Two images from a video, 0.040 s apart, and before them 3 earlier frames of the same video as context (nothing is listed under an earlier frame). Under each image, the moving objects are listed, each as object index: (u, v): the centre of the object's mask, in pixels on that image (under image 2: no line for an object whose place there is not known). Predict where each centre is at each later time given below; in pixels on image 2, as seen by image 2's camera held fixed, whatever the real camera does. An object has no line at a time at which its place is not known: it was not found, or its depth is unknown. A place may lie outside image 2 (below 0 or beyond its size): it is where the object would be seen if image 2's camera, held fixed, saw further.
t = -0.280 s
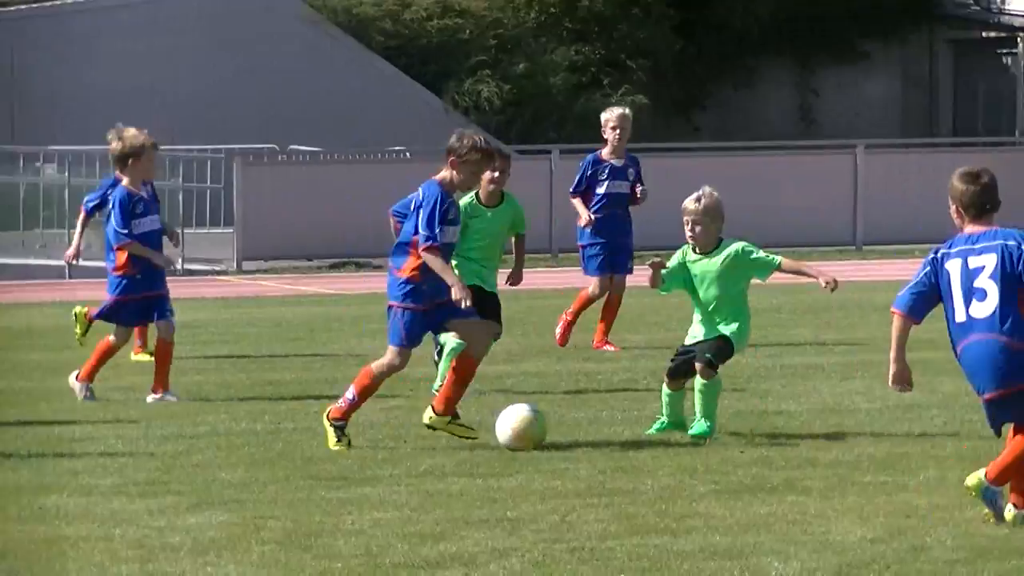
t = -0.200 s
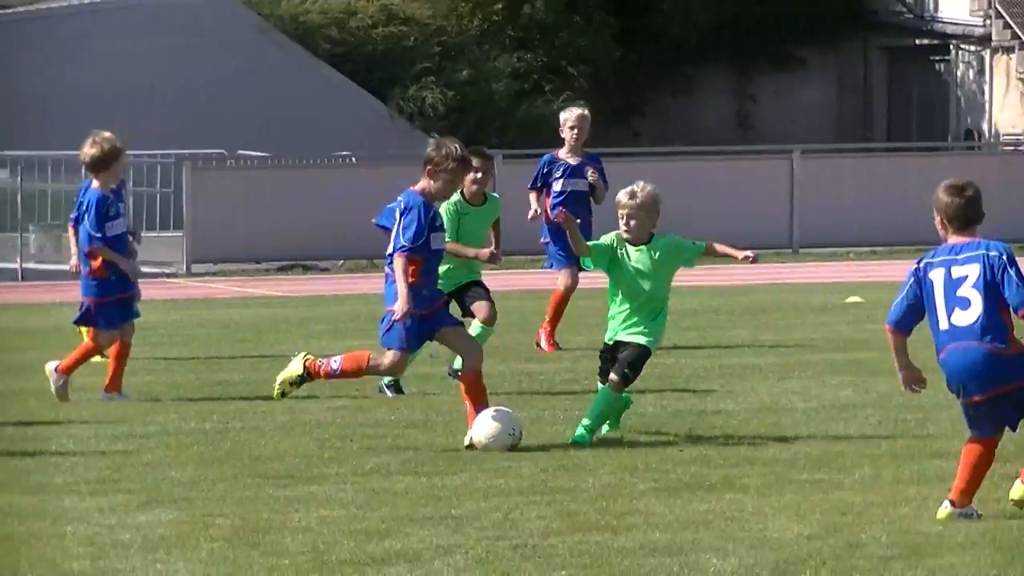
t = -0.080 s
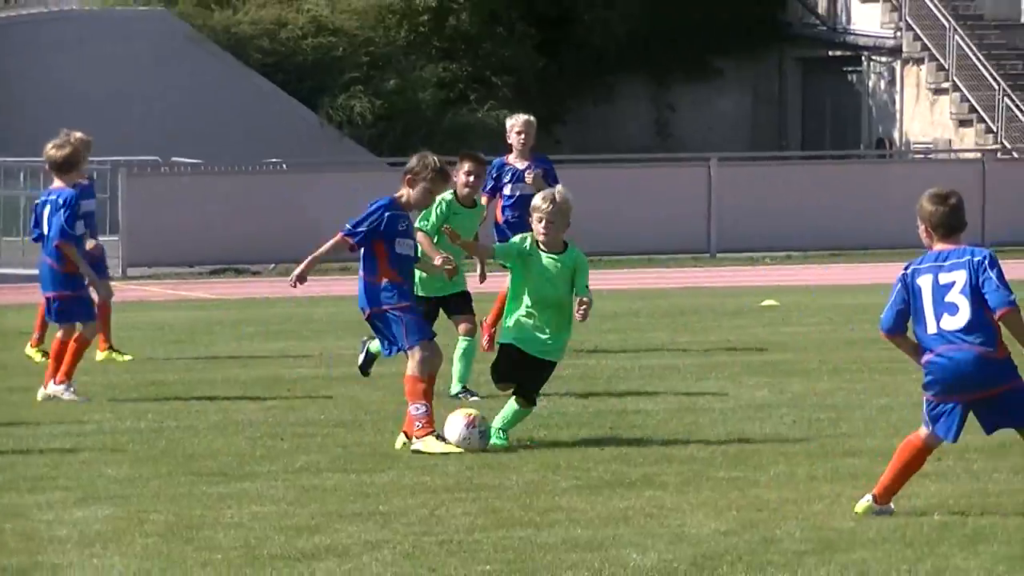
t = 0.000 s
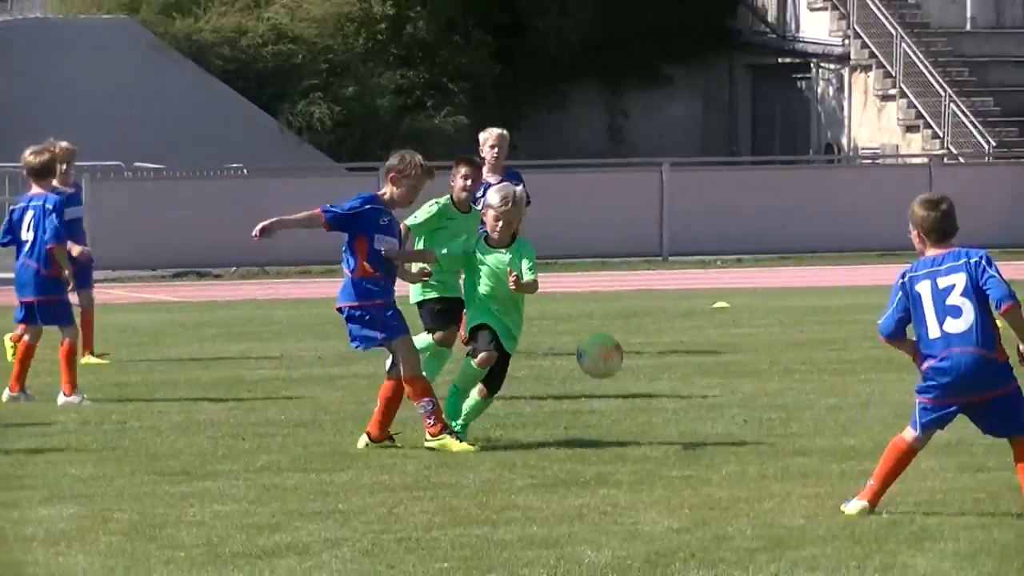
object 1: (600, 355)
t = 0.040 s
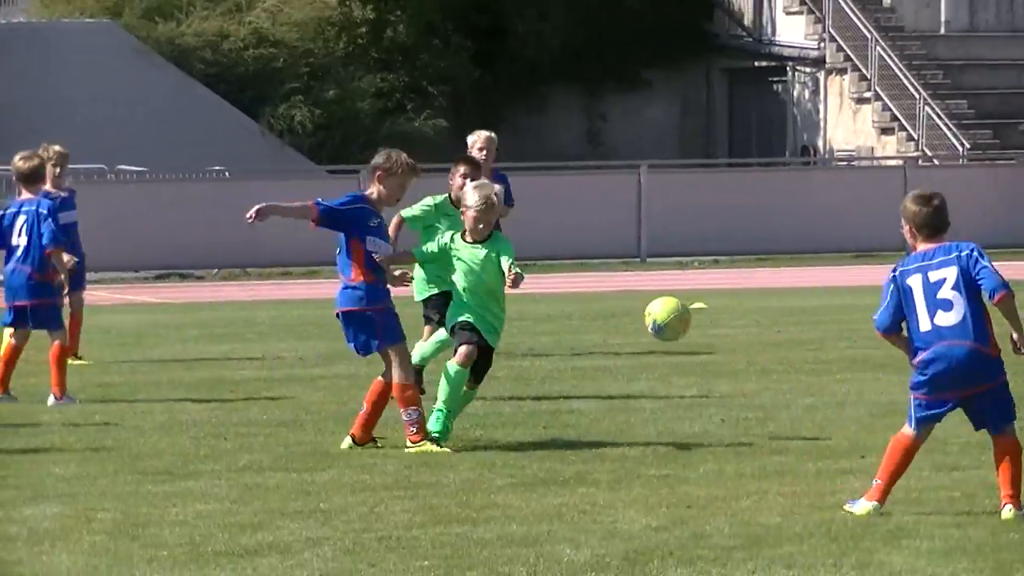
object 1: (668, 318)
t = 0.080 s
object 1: (755, 286)
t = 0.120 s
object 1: (841, 257)
